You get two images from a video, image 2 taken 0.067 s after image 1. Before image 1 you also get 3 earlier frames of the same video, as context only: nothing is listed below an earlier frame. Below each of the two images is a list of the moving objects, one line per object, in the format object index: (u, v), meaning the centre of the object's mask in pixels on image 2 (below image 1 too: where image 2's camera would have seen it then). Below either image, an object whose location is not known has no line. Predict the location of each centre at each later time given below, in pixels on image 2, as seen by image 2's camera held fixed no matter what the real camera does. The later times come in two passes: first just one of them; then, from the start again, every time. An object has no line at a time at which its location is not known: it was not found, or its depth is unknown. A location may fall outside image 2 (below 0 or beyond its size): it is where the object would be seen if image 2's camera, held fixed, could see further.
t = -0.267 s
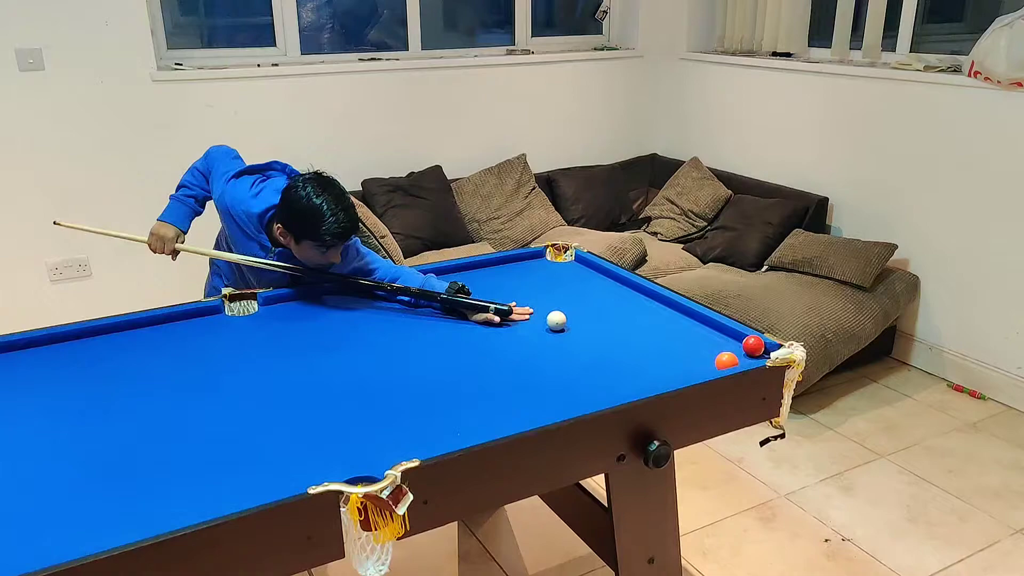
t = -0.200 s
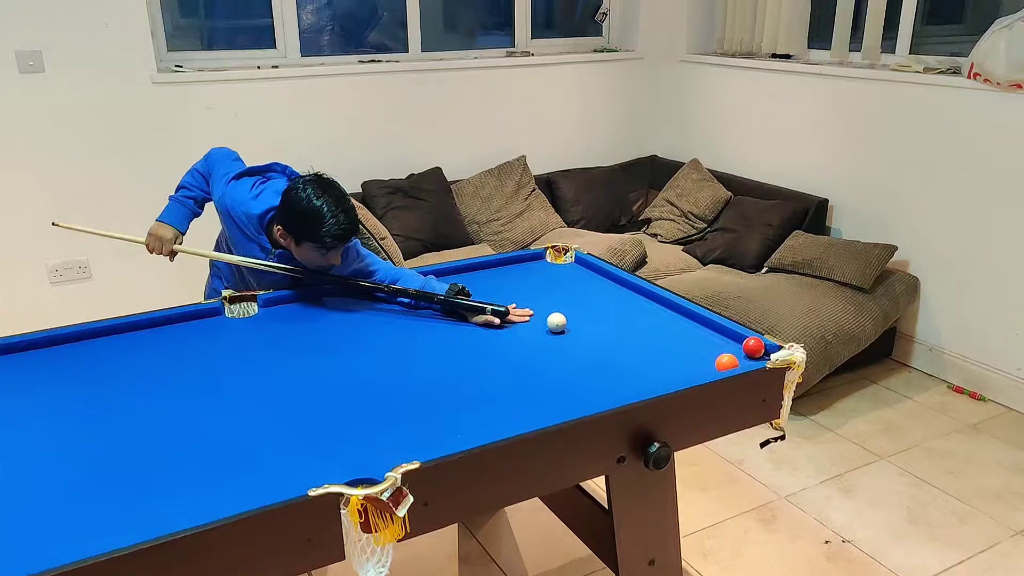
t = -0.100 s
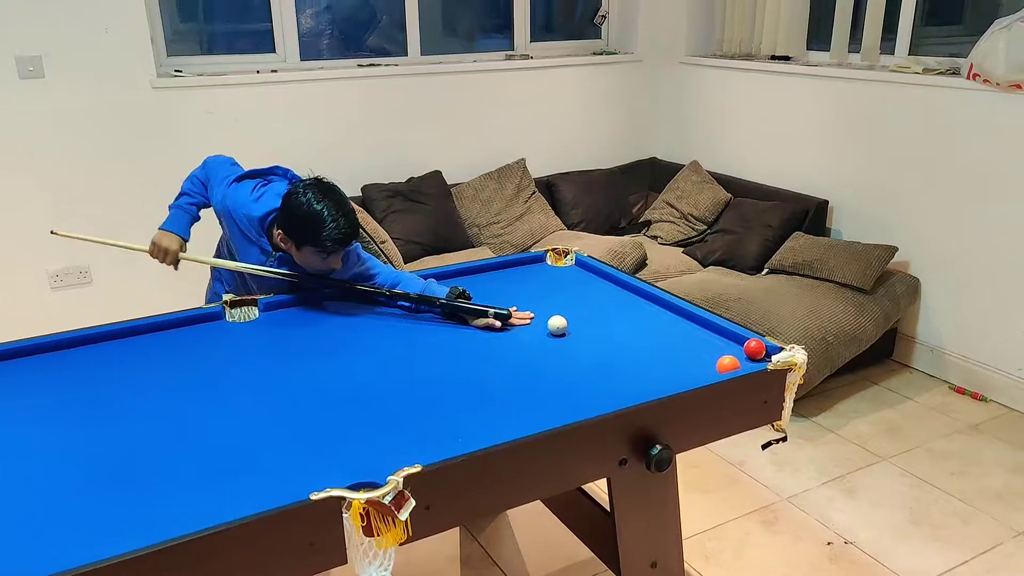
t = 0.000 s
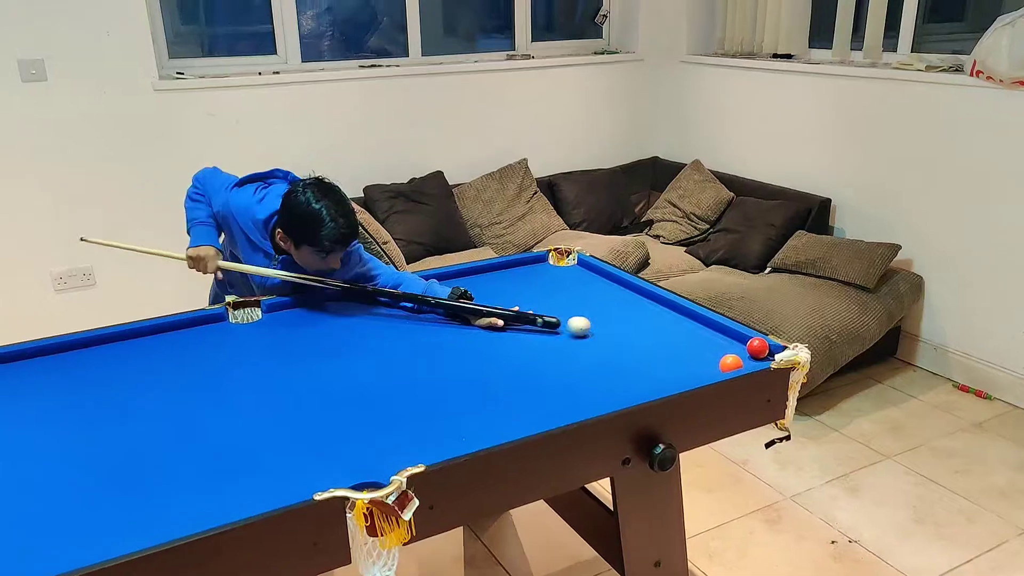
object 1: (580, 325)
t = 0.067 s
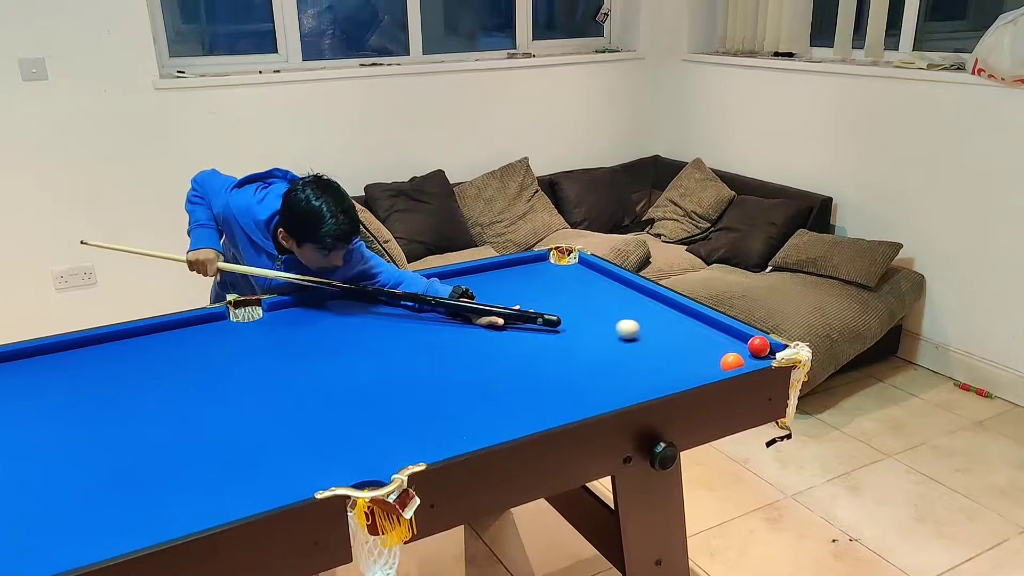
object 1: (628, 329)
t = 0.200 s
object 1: (711, 336)
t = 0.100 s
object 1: (661, 332)
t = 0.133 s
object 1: (671, 333)
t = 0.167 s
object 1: (692, 335)
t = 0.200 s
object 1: (711, 336)
